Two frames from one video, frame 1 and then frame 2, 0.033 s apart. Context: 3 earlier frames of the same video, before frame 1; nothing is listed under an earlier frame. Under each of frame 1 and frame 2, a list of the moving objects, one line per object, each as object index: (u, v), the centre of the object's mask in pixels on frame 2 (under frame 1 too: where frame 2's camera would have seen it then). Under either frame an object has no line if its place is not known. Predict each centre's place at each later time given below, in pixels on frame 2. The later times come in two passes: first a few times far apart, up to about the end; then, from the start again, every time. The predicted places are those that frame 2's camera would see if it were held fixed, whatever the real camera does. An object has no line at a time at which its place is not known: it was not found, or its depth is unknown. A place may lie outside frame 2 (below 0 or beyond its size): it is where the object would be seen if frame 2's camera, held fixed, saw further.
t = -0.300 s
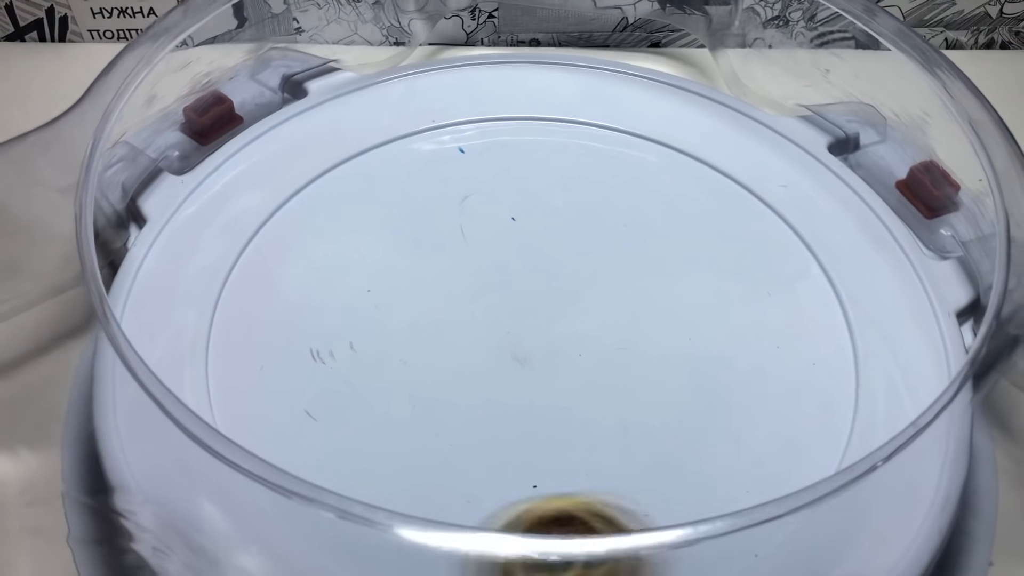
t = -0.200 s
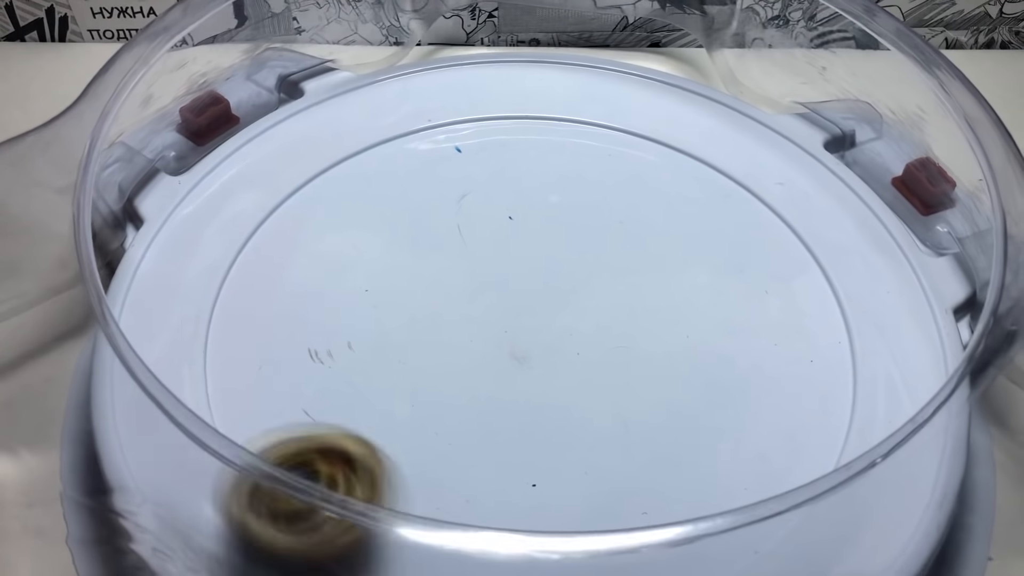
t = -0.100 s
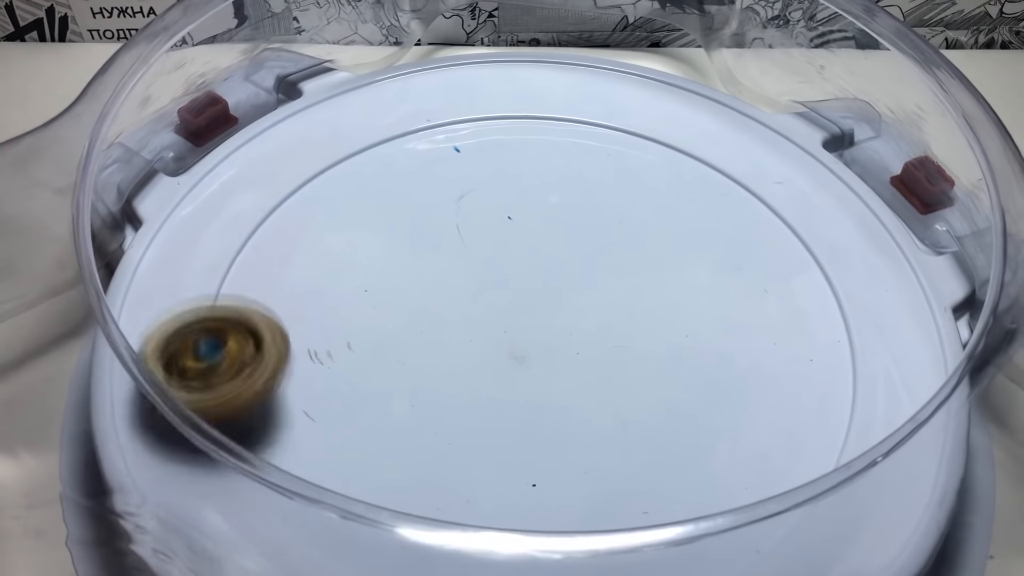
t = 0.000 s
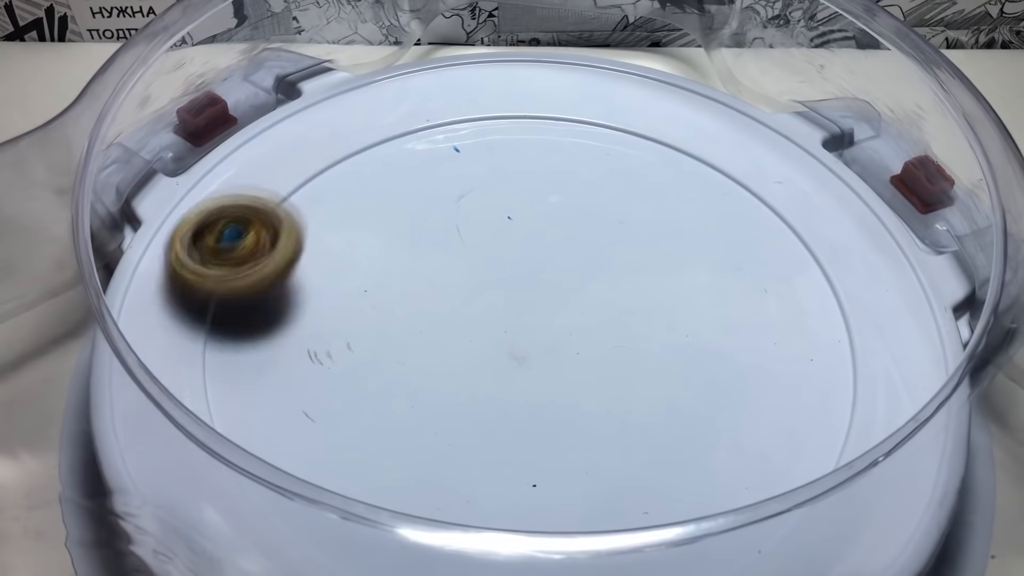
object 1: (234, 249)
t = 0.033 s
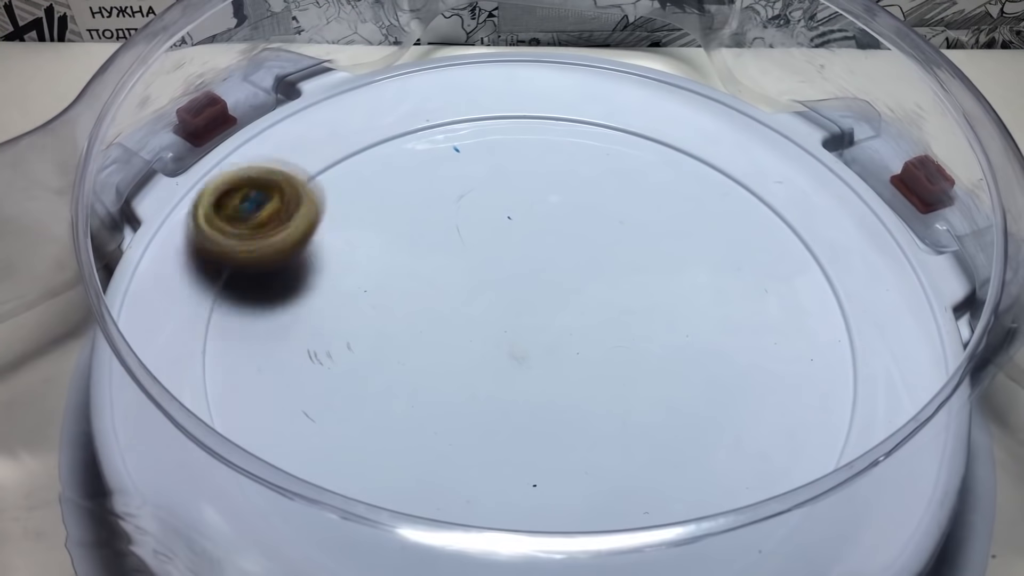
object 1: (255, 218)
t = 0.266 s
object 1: (480, 90)
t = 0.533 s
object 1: (746, 187)
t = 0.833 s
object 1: (616, 459)
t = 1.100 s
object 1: (313, 355)
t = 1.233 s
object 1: (361, 229)
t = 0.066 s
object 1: (279, 188)
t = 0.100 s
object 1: (306, 161)
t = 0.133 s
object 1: (337, 138)
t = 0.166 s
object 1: (369, 120)
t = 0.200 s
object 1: (404, 104)
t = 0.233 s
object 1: (440, 94)
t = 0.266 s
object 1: (480, 90)
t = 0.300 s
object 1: (520, 91)
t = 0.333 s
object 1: (558, 93)
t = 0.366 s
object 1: (596, 99)
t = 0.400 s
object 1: (634, 108)
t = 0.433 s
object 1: (666, 123)
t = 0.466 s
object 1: (697, 140)
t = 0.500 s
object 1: (725, 163)
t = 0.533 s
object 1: (746, 187)
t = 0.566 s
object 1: (762, 217)
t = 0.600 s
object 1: (771, 251)
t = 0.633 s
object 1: (773, 280)
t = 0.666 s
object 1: (767, 314)
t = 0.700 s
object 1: (751, 351)
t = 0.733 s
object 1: (729, 385)
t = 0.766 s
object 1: (698, 416)
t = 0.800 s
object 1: (658, 439)
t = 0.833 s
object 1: (616, 459)
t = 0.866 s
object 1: (564, 470)
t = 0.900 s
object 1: (517, 471)
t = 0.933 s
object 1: (468, 466)
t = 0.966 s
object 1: (422, 455)
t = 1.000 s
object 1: (383, 436)
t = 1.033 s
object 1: (350, 412)
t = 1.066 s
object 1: (327, 386)
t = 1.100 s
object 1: (313, 355)
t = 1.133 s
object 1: (308, 326)
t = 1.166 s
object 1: (310, 297)
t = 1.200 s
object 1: (320, 271)
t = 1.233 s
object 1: (361, 229)
